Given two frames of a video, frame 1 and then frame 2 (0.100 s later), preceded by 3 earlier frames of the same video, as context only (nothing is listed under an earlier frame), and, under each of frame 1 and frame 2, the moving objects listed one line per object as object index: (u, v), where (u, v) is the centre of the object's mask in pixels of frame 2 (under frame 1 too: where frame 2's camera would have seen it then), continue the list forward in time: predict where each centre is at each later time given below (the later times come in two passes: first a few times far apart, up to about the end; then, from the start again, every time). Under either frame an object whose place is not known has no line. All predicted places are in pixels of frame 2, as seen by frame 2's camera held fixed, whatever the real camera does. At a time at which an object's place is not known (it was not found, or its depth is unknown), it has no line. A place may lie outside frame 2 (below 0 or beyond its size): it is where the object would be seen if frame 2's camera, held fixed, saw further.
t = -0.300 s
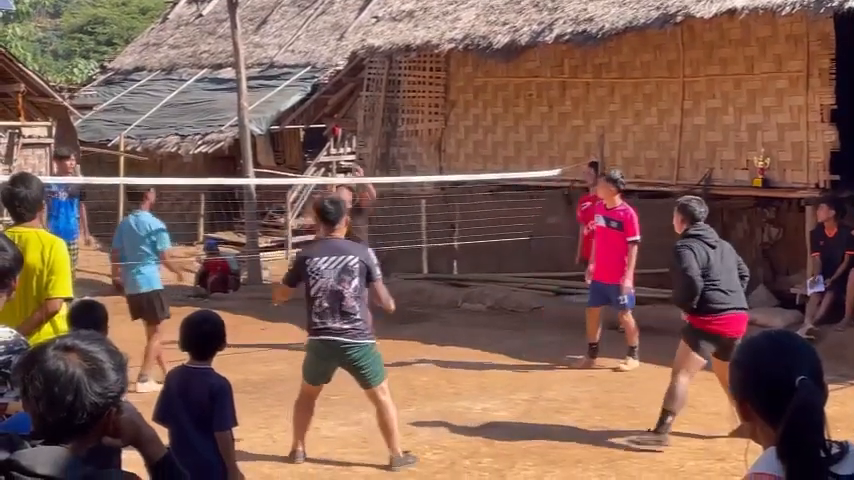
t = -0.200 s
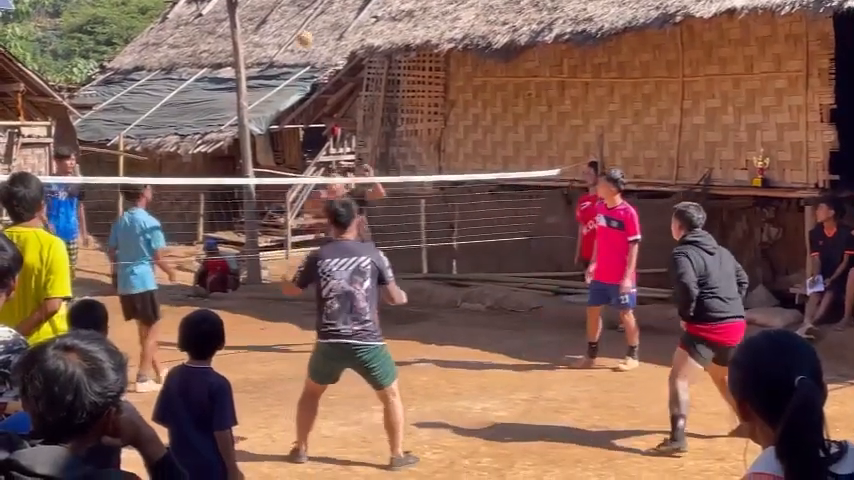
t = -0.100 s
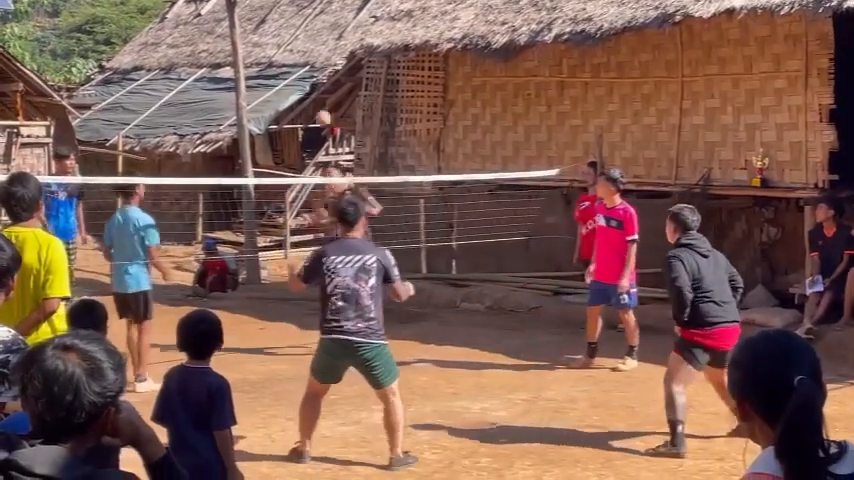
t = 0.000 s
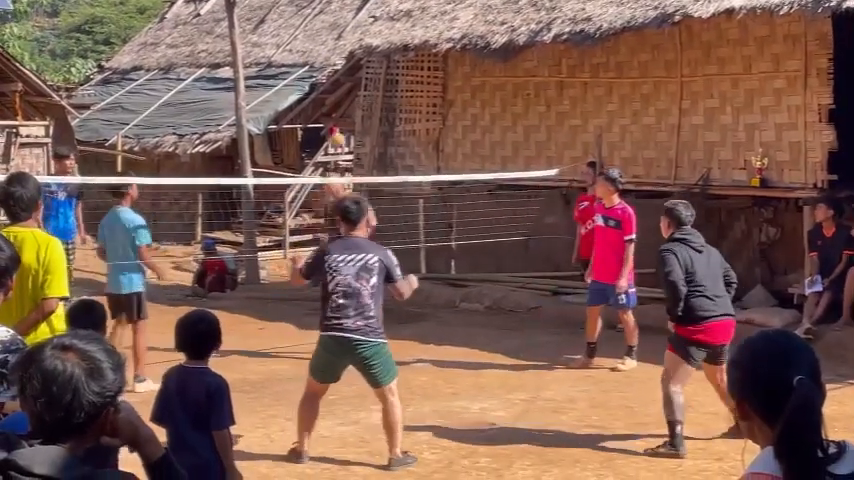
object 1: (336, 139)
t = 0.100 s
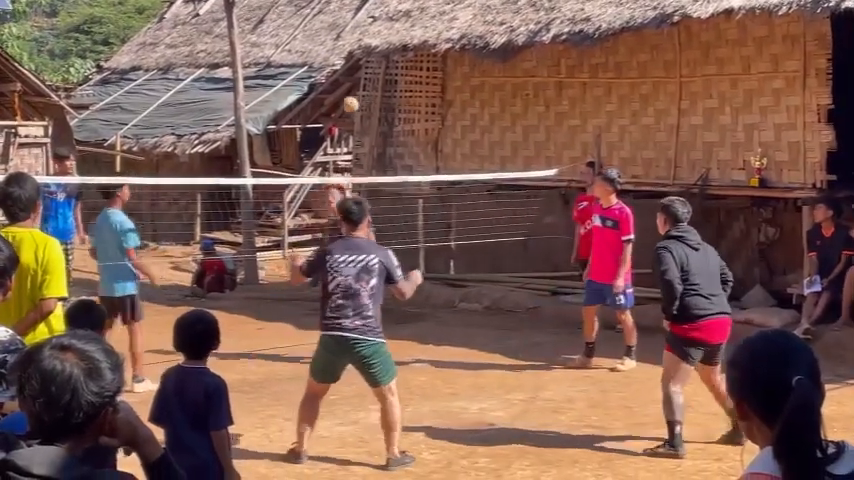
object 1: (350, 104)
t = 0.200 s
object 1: (364, 78)
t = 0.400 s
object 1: (397, 60)
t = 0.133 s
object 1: (355, 94)
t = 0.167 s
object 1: (360, 86)
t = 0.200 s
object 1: (364, 78)
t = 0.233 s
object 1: (369, 71)
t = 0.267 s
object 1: (376, 67)
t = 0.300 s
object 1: (380, 63)
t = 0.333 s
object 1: (387, 61)
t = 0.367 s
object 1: (392, 60)
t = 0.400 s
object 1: (397, 60)
